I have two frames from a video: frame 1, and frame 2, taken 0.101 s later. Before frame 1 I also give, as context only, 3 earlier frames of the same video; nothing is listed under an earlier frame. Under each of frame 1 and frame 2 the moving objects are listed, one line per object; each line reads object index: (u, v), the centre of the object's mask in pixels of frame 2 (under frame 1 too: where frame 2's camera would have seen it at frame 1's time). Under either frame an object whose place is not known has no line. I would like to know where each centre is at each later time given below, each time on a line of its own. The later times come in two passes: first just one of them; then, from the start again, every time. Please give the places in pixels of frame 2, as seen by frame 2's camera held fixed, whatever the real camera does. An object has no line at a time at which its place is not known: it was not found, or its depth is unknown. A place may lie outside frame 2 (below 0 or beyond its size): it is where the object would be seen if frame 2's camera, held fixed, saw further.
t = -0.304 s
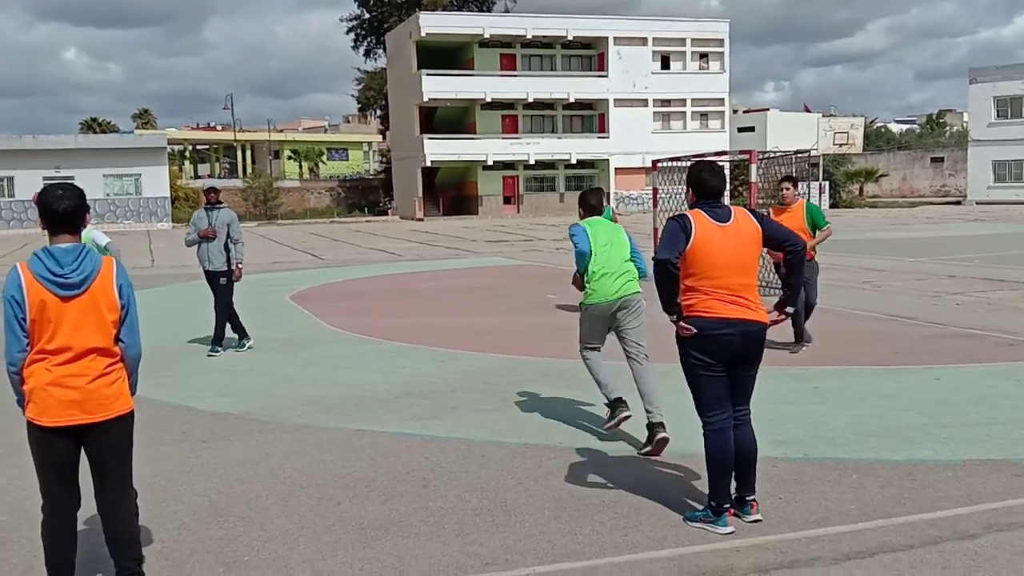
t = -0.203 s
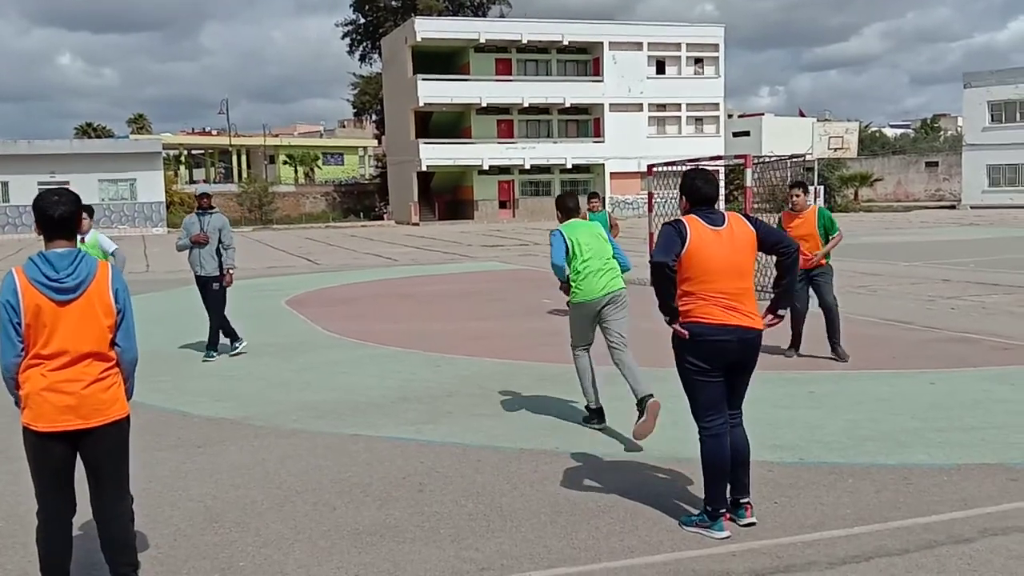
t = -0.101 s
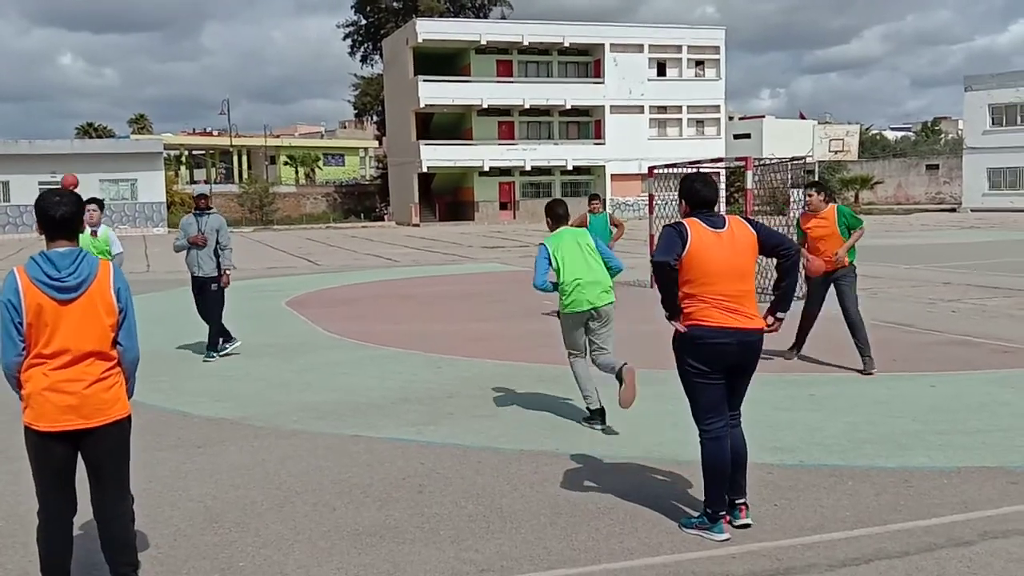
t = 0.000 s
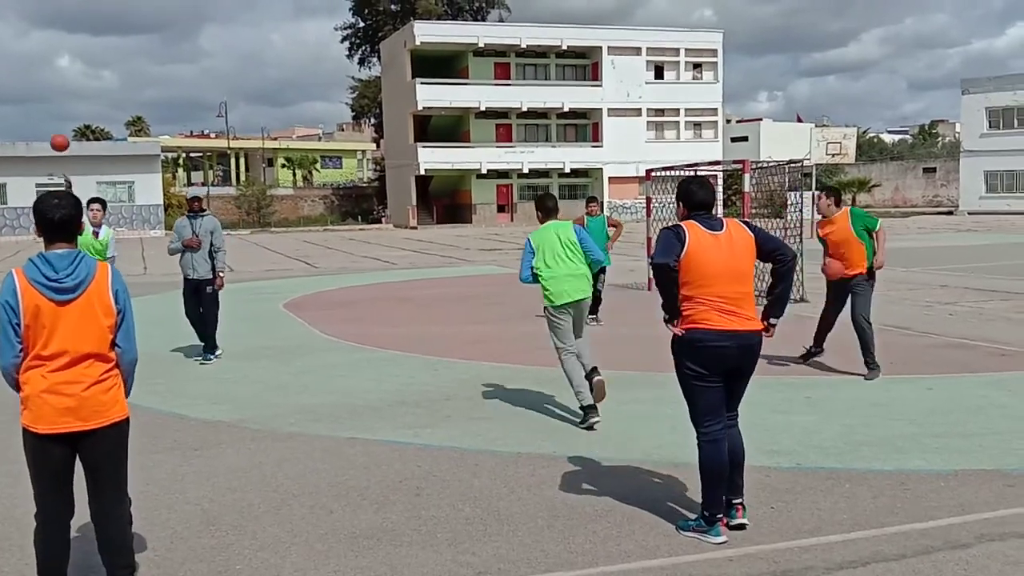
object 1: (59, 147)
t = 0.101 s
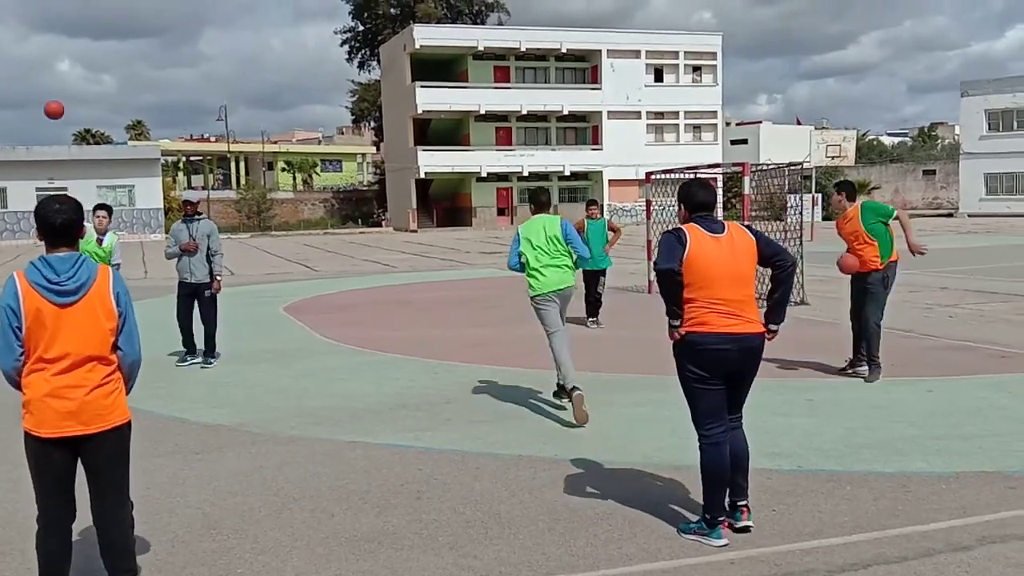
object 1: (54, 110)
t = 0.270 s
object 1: (48, 65)
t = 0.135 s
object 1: (52, 99)
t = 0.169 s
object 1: (51, 89)
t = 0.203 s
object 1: (50, 80)
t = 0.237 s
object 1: (49, 72)
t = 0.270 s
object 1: (48, 65)
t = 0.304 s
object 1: (47, 60)
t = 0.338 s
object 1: (46, 56)
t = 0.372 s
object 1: (45, 53)
